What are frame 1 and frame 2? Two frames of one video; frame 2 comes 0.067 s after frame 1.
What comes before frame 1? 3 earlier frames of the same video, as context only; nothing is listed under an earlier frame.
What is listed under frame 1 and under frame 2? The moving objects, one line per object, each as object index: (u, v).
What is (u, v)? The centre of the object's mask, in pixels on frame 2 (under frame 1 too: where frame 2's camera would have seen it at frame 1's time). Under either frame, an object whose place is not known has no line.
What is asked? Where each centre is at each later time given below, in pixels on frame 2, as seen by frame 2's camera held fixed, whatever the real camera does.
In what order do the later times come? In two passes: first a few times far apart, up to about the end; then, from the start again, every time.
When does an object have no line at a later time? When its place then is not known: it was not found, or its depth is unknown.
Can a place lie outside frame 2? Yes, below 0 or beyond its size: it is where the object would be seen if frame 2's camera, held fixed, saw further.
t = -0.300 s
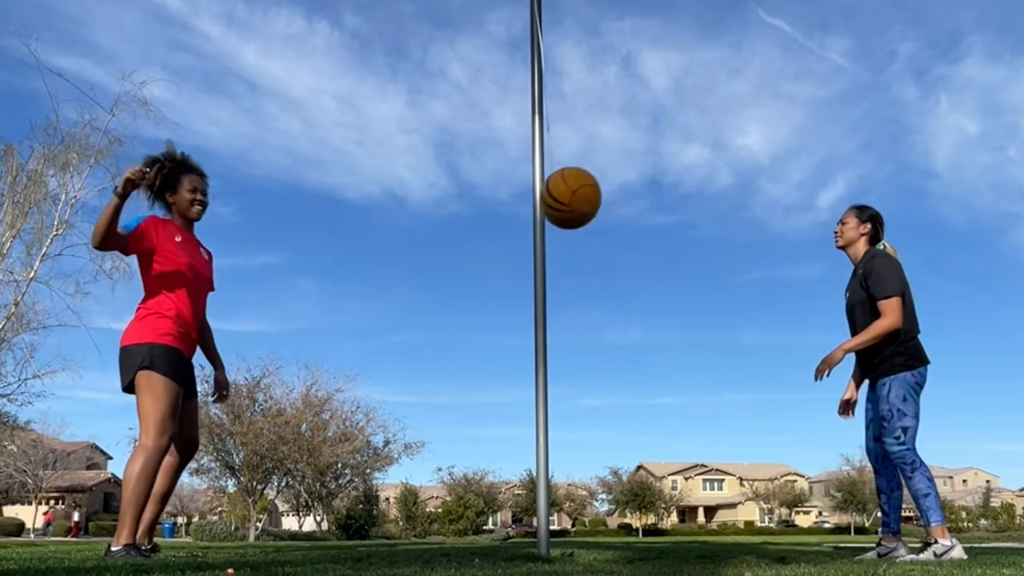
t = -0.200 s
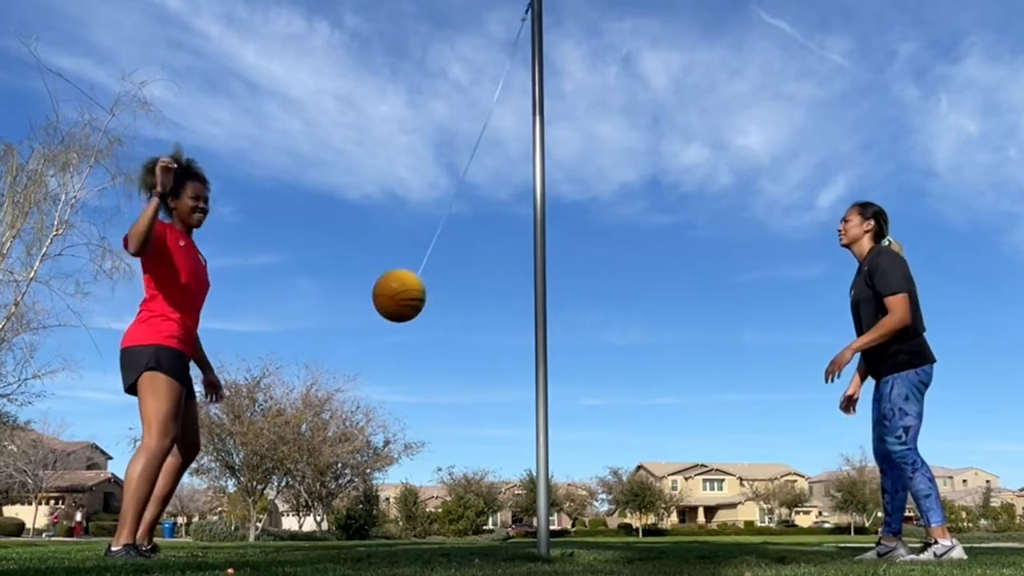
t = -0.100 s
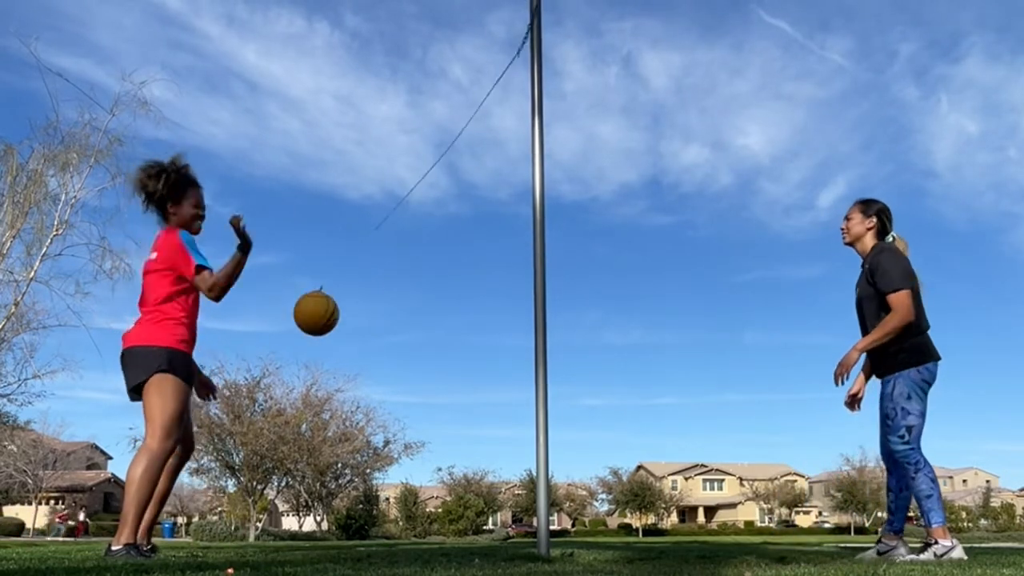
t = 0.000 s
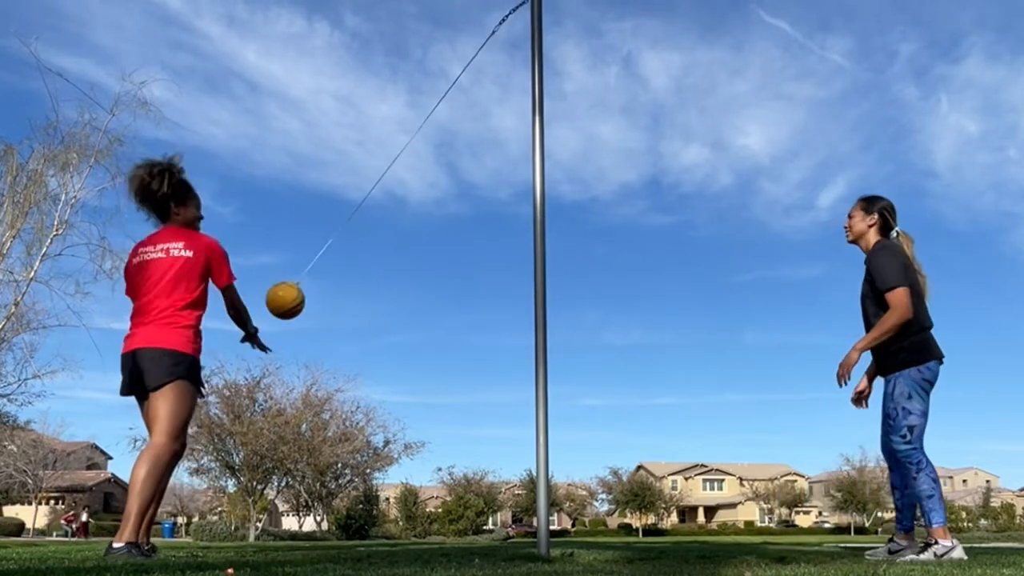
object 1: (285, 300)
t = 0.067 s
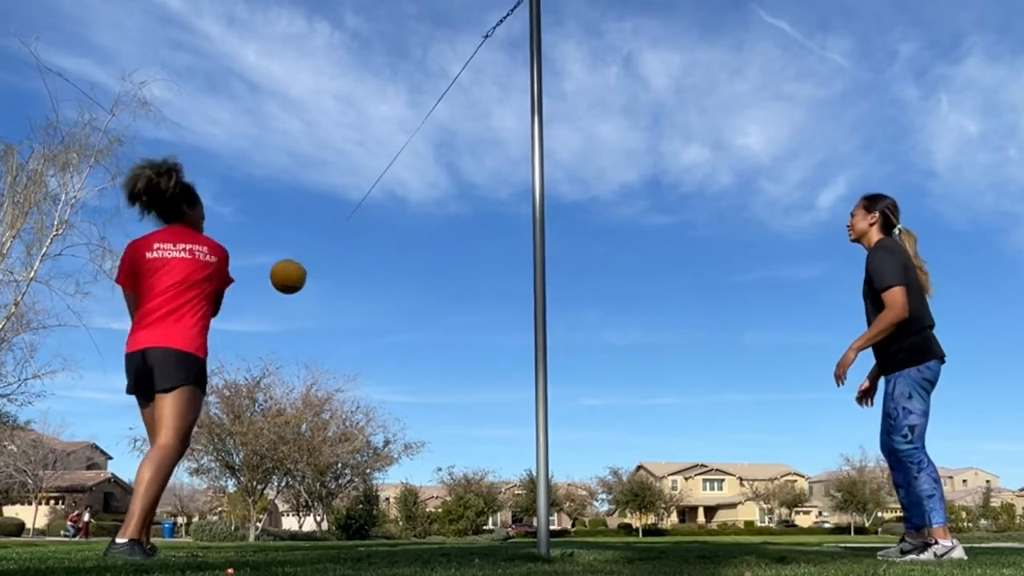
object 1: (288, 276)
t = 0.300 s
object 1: (365, 189)
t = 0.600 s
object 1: (485, 135)
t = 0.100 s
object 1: (295, 263)
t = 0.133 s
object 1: (304, 249)
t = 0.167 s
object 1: (314, 237)
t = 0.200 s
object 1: (325, 225)
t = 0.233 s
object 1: (338, 213)
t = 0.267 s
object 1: (351, 201)
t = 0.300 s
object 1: (365, 189)
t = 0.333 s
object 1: (379, 179)
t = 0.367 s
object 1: (392, 169)
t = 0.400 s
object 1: (406, 161)
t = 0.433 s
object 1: (419, 155)
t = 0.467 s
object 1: (431, 149)
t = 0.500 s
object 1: (444, 145)
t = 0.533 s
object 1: (458, 141)
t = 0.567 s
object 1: (471, 137)
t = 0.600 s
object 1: (485, 135)
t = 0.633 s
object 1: (499, 134)
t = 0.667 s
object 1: (513, 134)
